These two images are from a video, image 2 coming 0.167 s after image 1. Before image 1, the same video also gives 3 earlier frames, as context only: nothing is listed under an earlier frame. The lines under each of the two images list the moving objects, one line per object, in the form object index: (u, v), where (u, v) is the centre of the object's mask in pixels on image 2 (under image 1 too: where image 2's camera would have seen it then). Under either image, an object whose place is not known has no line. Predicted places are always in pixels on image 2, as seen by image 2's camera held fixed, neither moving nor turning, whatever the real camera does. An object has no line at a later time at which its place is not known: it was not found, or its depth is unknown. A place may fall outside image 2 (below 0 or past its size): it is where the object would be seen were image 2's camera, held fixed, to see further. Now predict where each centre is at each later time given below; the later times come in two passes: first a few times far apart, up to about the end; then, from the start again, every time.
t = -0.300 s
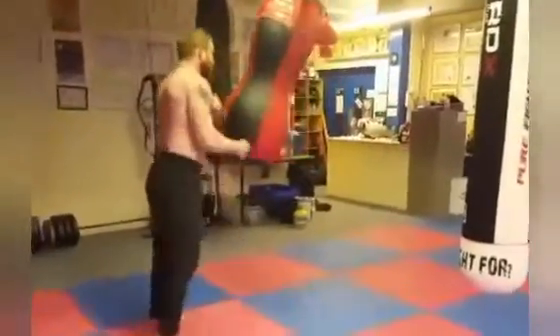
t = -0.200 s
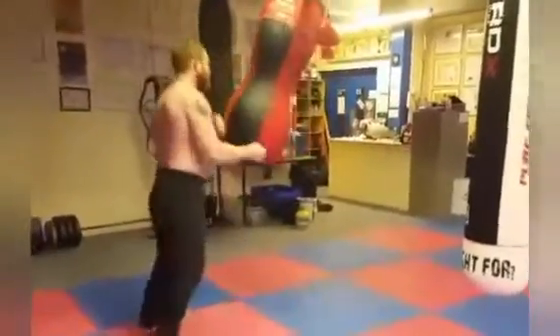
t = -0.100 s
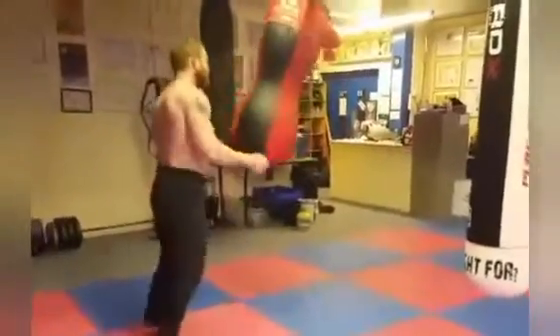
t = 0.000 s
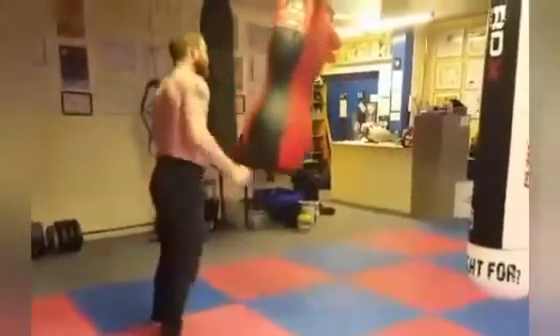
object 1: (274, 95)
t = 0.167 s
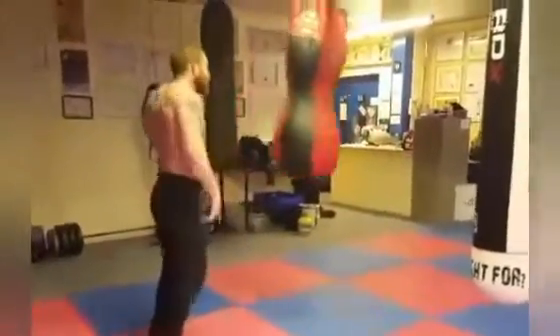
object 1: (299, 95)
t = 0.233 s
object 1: (309, 94)
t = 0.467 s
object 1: (345, 97)
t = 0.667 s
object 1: (360, 92)
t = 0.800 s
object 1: (361, 90)
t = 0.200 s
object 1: (304, 95)
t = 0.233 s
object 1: (309, 94)
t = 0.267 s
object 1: (315, 96)
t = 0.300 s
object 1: (321, 97)
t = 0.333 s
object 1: (325, 98)
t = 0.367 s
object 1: (331, 95)
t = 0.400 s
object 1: (336, 97)
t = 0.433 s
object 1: (340, 98)
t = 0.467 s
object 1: (345, 97)
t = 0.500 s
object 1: (348, 96)
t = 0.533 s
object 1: (351, 94)
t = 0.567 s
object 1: (355, 94)
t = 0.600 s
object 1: (357, 93)
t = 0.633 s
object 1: (359, 93)
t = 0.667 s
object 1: (360, 92)
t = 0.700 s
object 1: (361, 91)
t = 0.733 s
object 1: (361, 90)
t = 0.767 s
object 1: (361, 90)
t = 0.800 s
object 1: (361, 90)
